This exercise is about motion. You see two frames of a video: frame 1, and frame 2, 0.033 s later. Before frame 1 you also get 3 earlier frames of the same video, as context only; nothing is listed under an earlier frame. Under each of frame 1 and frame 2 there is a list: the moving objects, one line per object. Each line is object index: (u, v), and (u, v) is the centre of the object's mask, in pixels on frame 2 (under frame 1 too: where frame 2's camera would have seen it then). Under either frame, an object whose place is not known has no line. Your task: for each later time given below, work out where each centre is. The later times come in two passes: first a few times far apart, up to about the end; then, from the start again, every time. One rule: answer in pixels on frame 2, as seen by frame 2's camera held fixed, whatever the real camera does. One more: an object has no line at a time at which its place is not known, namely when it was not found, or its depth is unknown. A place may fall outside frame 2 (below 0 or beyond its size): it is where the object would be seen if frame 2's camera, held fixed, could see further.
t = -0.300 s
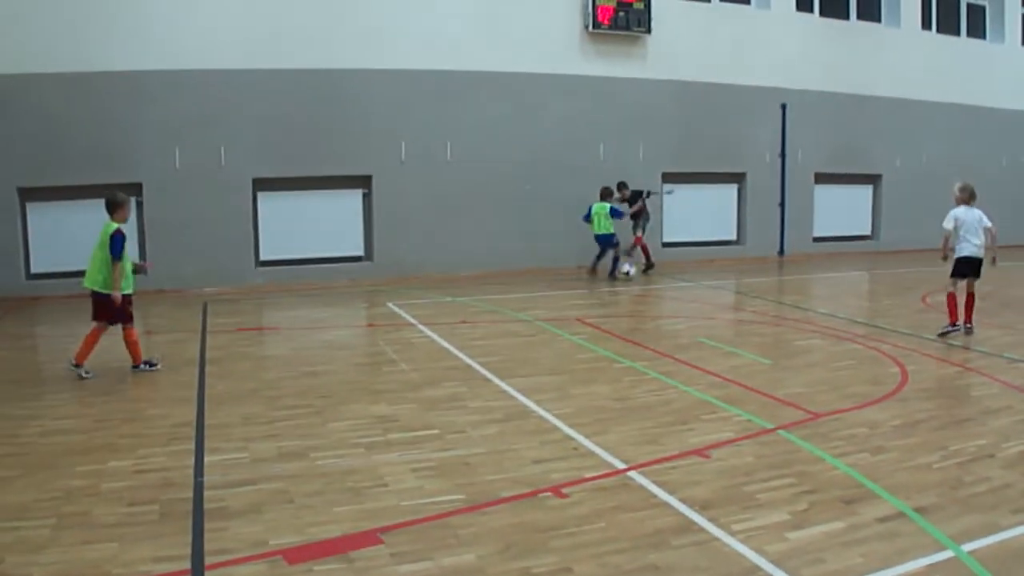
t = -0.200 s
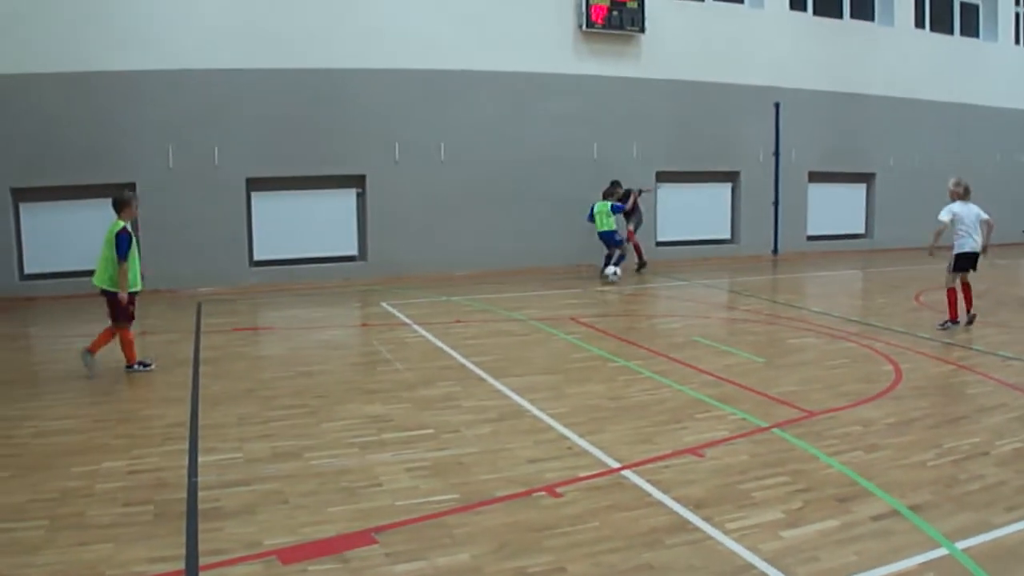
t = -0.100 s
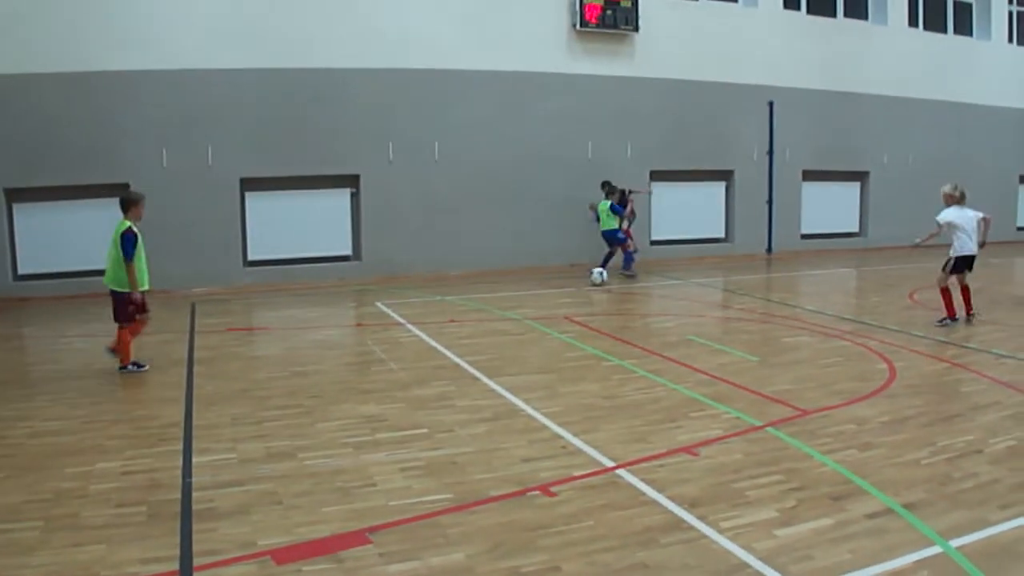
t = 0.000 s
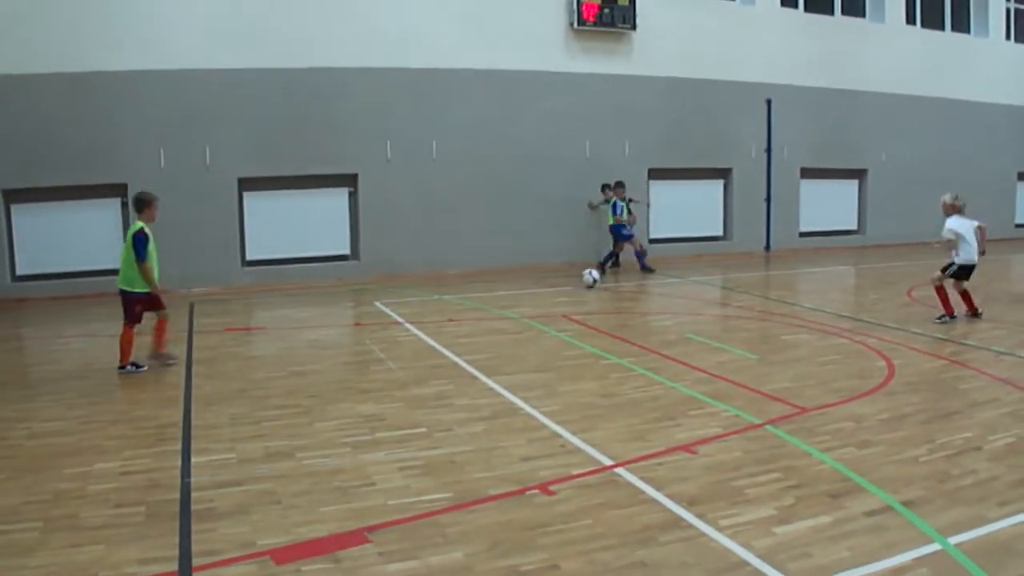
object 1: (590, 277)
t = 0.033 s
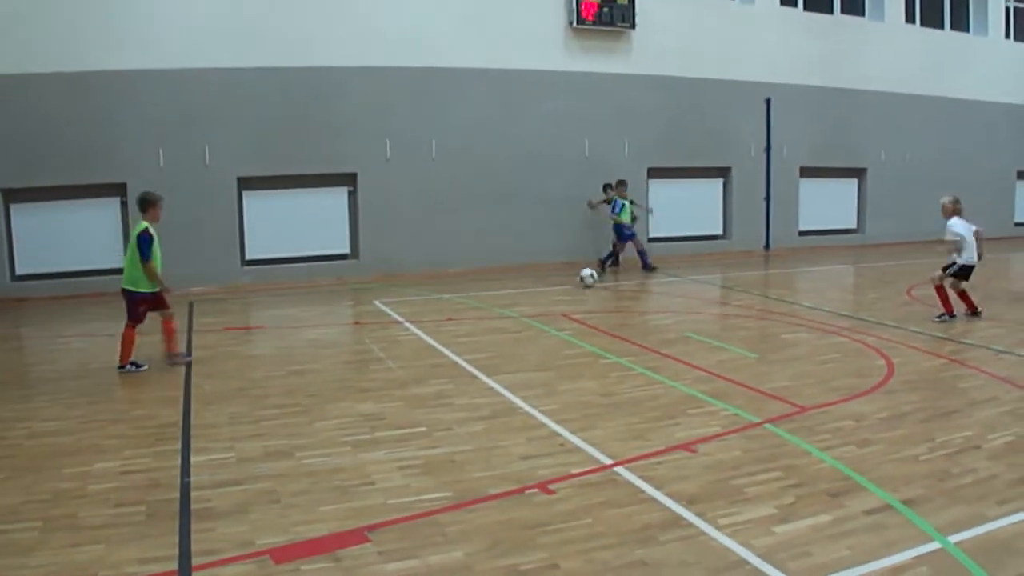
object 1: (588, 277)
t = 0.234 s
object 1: (579, 282)
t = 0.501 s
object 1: (572, 290)
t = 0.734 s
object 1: (566, 296)
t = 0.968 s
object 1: (554, 303)
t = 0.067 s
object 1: (586, 278)
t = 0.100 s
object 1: (584, 279)
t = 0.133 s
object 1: (583, 280)
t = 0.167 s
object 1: (580, 281)
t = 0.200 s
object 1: (579, 282)
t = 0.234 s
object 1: (579, 282)
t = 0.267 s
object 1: (578, 284)
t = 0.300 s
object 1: (578, 284)
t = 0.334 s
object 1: (577, 286)
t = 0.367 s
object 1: (576, 286)
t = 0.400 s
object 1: (574, 287)
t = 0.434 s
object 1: (574, 288)
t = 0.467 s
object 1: (573, 289)
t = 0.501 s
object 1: (572, 290)
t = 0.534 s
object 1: (572, 291)
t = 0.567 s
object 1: (571, 291)
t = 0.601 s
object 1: (570, 292)
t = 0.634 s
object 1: (569, 293)
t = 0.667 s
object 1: (567, 295)
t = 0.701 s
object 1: (566, 295)
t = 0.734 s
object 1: (566, 296)
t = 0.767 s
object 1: (564, 297)
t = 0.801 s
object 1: (563, 299)
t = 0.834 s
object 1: (560, 299)
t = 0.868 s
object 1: (559, 300)
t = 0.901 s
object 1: (557, 301)
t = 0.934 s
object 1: (555, 302)
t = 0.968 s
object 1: (554, 303)
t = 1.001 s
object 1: (552, 304)
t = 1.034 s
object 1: (549, 306)
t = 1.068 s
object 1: (545, 307)
